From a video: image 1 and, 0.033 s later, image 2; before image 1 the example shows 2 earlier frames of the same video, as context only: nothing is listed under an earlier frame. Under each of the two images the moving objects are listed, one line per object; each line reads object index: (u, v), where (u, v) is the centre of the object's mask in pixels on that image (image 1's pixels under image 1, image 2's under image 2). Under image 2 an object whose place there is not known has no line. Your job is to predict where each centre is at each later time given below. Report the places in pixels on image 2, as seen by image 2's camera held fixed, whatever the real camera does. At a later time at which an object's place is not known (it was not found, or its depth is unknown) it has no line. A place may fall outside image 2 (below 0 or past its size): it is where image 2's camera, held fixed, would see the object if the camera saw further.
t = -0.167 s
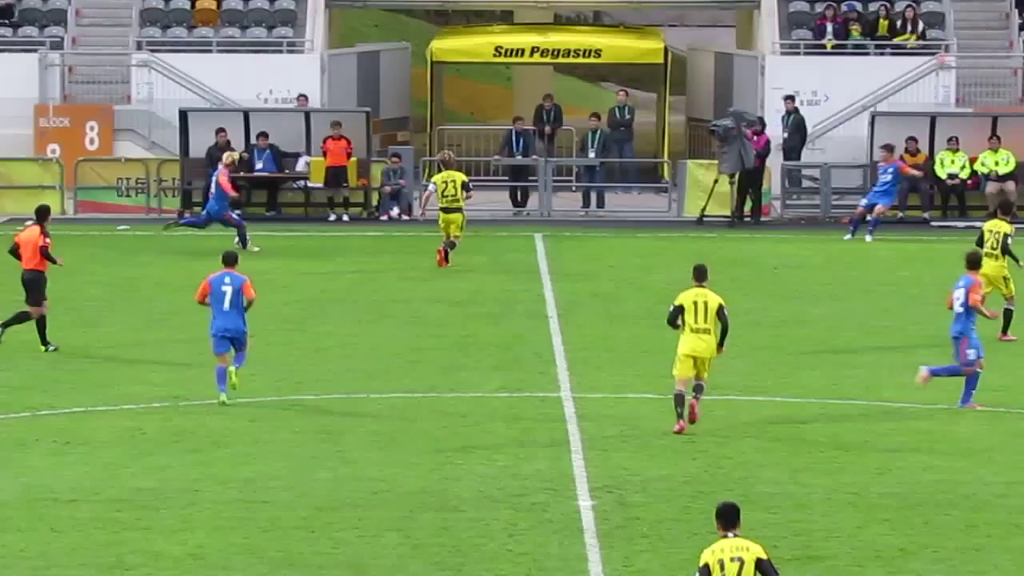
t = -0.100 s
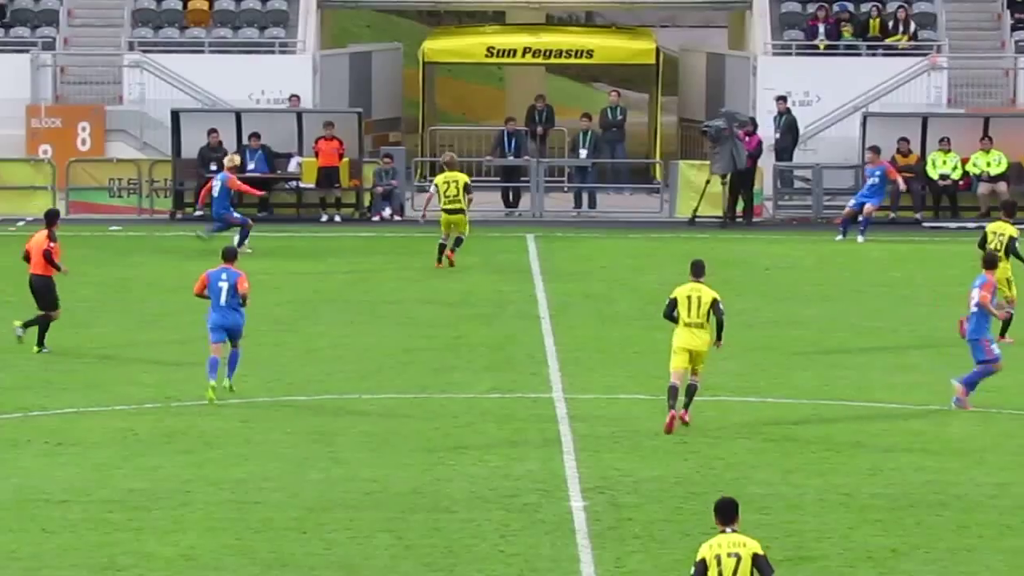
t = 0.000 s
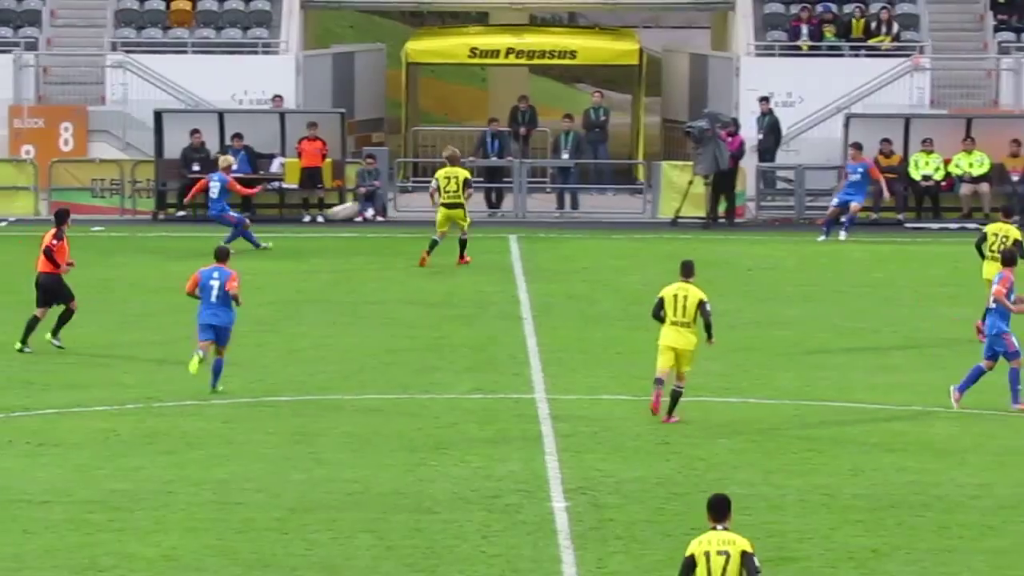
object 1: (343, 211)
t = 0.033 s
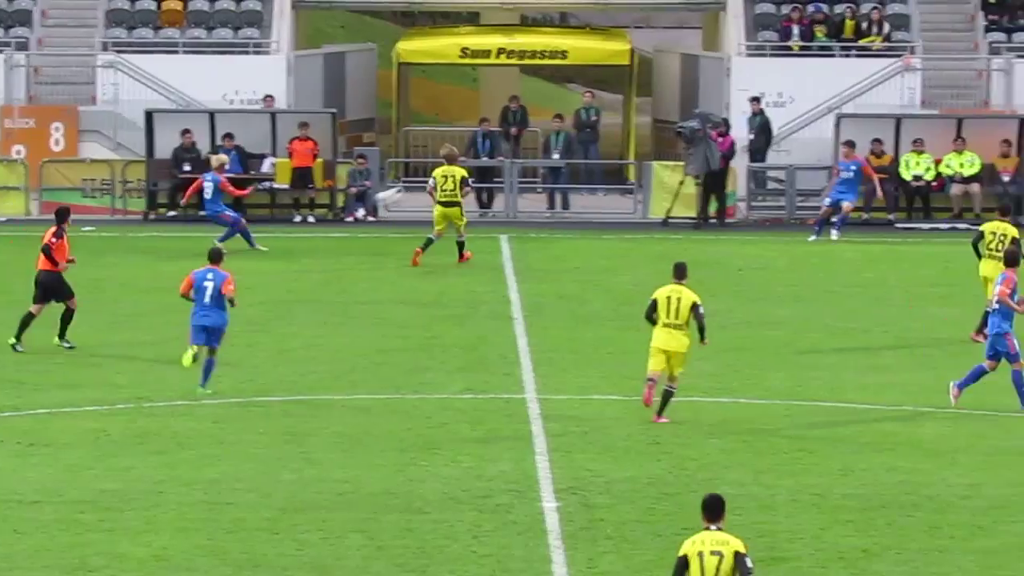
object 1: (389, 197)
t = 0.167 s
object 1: (598, 144)
